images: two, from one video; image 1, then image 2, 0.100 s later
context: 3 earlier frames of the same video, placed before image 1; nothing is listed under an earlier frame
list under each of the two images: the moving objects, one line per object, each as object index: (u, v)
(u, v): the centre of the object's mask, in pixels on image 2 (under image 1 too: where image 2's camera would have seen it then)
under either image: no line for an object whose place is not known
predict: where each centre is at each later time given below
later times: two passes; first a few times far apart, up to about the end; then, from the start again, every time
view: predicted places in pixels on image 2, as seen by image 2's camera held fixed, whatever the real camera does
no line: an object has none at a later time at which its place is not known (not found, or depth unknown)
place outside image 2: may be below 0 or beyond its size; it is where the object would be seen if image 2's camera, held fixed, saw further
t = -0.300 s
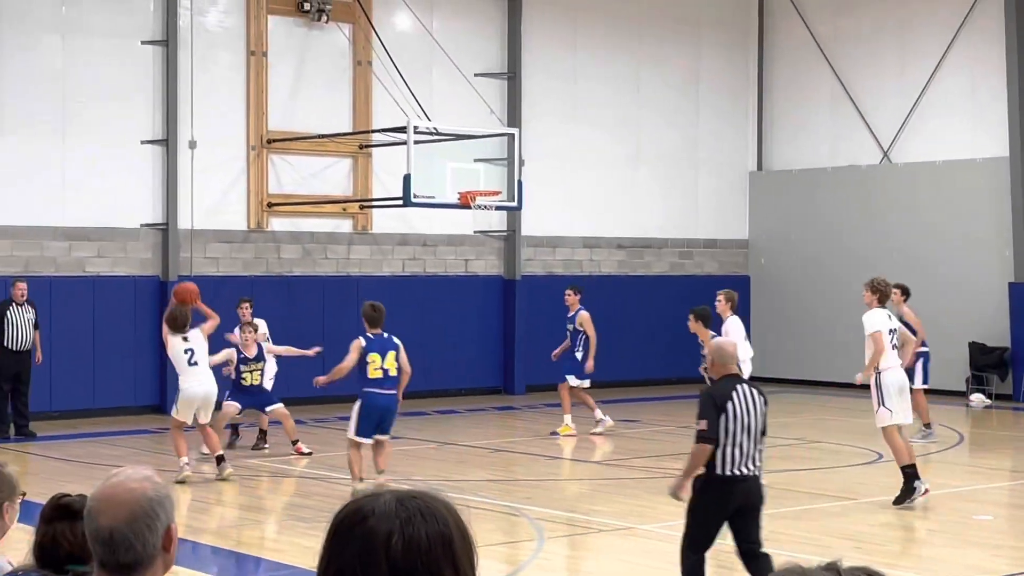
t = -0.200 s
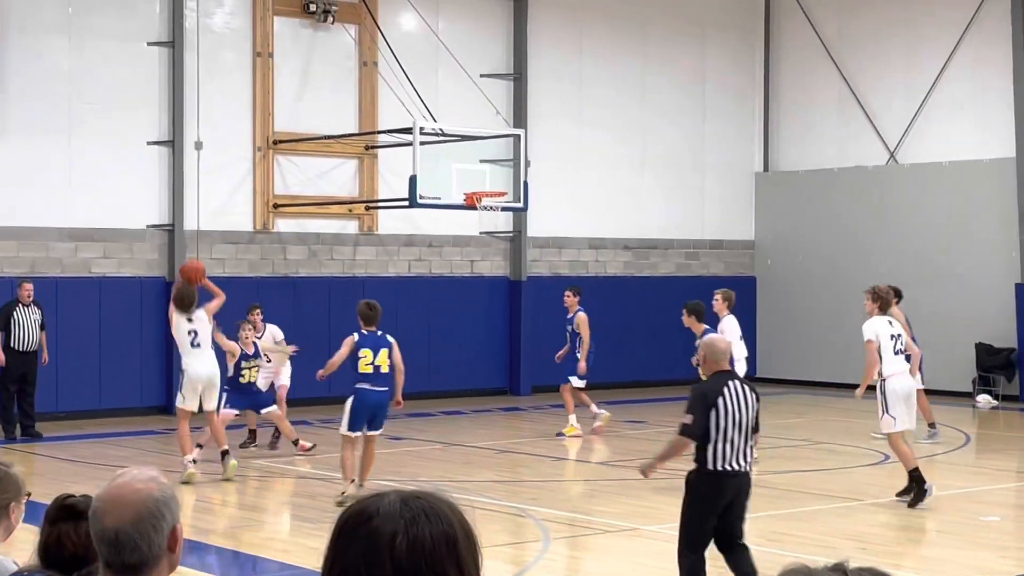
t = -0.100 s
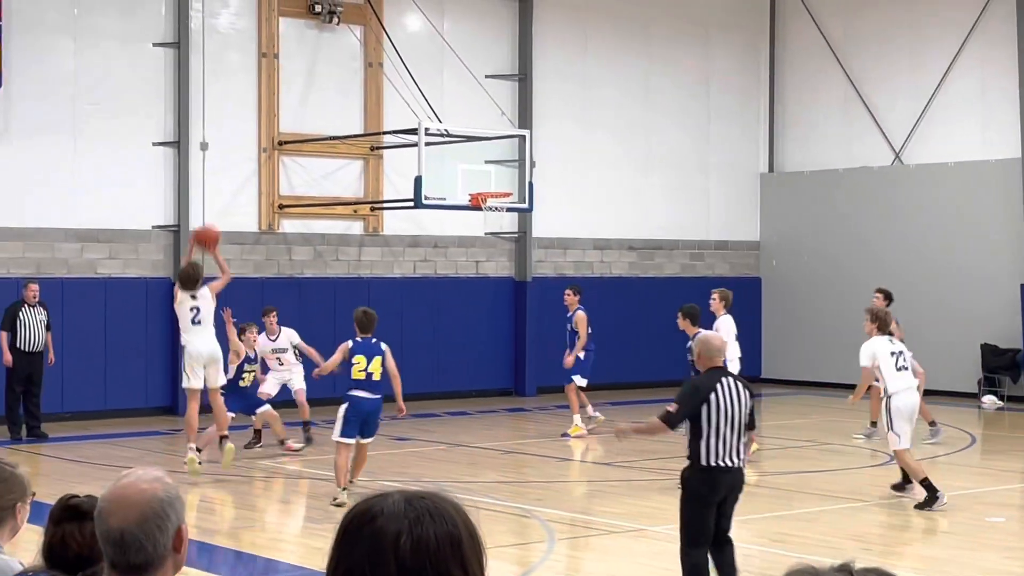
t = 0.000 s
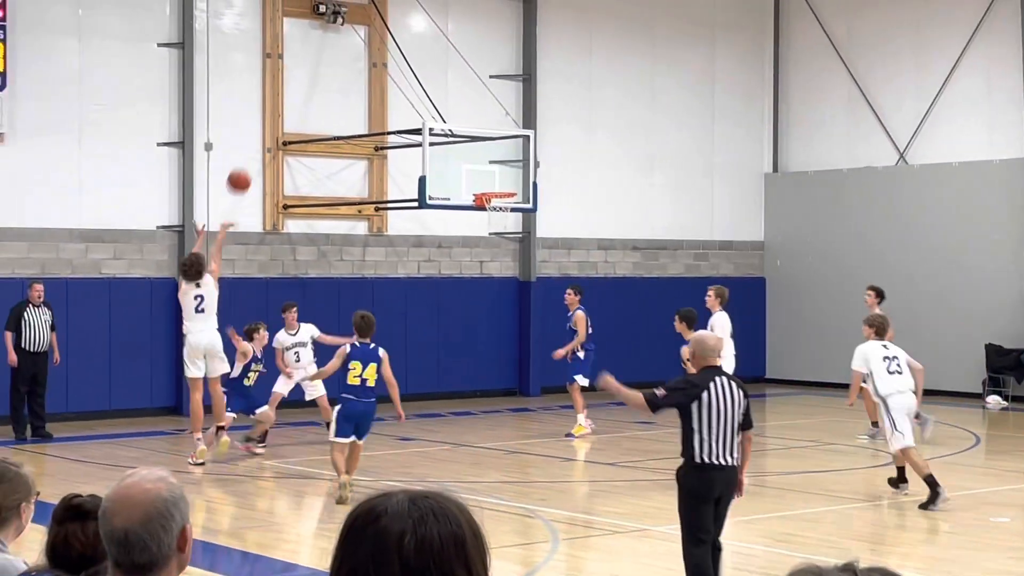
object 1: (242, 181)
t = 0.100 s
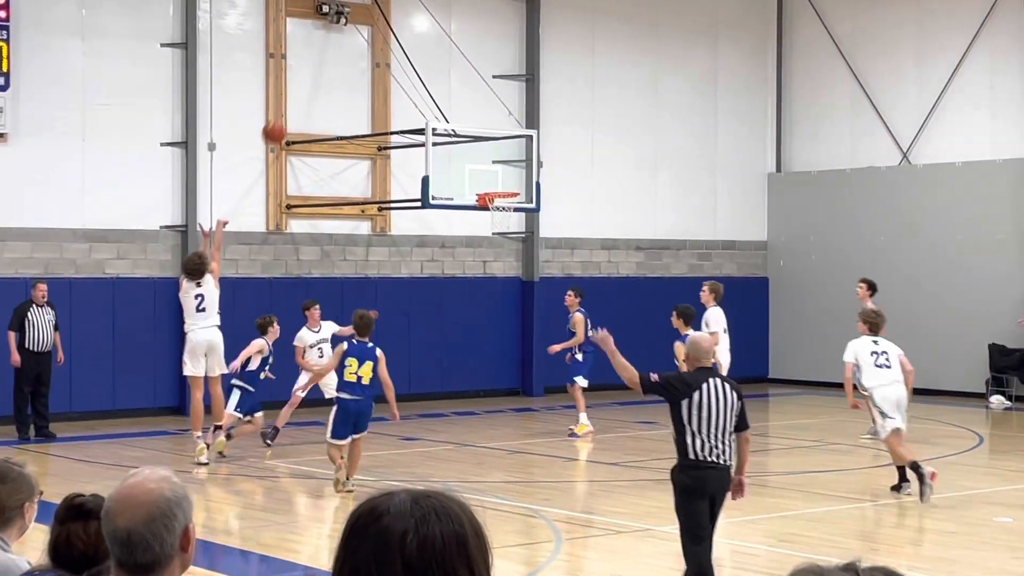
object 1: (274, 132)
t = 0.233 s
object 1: (313, 86)
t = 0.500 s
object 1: (381, 52)
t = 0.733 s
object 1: (434, 72)
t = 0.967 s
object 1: (479, 129)
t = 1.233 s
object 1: (513, 215)
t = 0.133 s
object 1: (284, 119)
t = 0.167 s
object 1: (294, 106)
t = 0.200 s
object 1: (303, 96)
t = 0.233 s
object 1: (313, 86)
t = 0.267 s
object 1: (322, 78)
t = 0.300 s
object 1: (331, 71)
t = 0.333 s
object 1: (340, 65)
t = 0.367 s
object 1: (348, 61)
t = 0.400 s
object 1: (357, 57)
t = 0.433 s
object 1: (365, 55)
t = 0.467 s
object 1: (373, 53)
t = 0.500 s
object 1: (381, 52)
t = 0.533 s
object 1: (390, 52)
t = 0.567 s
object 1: (397, 53)
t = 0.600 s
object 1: (405, 55)
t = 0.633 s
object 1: (412, 58)
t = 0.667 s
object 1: (419, 62)
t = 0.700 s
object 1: (426, 66)
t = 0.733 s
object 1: (434, 72)
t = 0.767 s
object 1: (441, 78)
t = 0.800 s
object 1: (447, 85)
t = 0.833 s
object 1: (453, 92)
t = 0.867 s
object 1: (460, 101)
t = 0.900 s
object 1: (466, 110)
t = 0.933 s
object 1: (472, 119)
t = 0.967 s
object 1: (479, 129)
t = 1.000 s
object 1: (484, 141)
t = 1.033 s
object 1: (490, 152)
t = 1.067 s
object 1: (495, 164)
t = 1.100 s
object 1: (501, 178)
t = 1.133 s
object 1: (507, 187)
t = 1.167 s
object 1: (512, 204)
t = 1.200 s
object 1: (513, 212)
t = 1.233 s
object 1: (513, 215)
